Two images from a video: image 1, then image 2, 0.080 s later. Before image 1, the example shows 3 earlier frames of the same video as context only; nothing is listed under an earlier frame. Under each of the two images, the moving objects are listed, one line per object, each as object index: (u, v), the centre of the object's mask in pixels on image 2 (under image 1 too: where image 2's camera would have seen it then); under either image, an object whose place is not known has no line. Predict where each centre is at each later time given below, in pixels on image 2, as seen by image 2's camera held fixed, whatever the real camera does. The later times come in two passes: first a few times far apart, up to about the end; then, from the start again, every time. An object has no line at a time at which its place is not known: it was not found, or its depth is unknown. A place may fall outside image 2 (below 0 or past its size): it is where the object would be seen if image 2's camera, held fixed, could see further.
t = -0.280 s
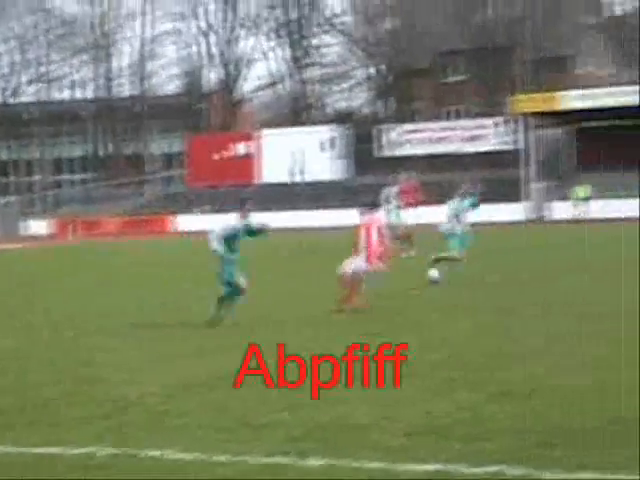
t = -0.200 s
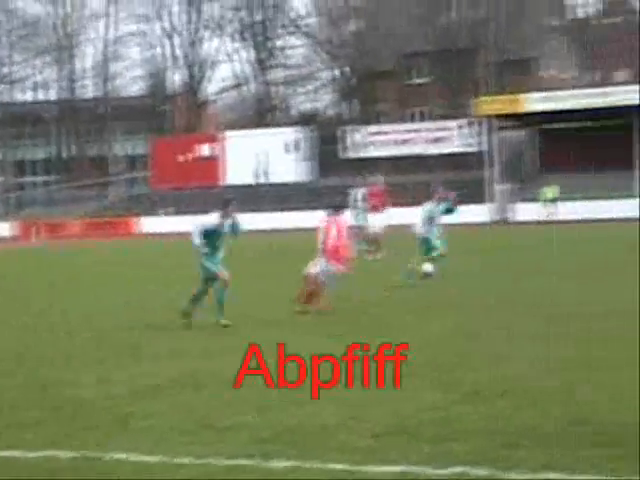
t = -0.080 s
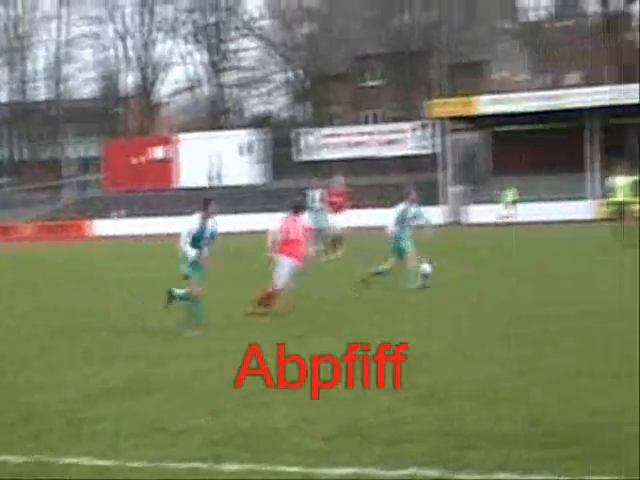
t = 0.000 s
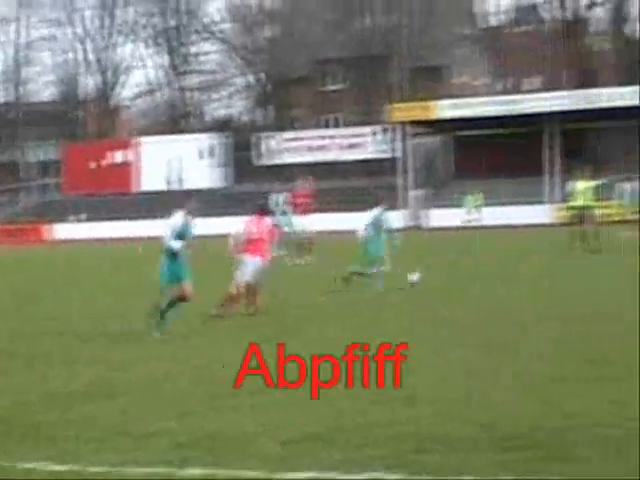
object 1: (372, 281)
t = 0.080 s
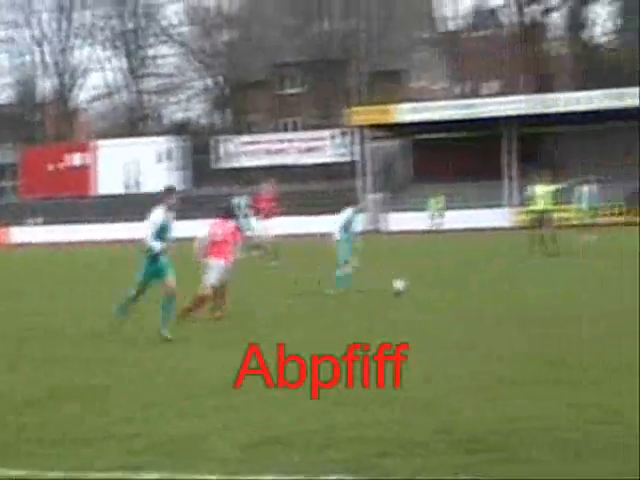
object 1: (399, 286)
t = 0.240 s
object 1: (441, 272)
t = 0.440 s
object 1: (492, 277)
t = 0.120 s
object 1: (409, 280)
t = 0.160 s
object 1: (421, 276)
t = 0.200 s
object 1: (431, 274)
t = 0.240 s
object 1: (441, 272)
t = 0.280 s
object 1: (452, 271)
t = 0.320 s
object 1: (461, 272)
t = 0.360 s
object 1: (471, 275)
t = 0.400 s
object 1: (481, 276)
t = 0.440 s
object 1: (492, 277)
